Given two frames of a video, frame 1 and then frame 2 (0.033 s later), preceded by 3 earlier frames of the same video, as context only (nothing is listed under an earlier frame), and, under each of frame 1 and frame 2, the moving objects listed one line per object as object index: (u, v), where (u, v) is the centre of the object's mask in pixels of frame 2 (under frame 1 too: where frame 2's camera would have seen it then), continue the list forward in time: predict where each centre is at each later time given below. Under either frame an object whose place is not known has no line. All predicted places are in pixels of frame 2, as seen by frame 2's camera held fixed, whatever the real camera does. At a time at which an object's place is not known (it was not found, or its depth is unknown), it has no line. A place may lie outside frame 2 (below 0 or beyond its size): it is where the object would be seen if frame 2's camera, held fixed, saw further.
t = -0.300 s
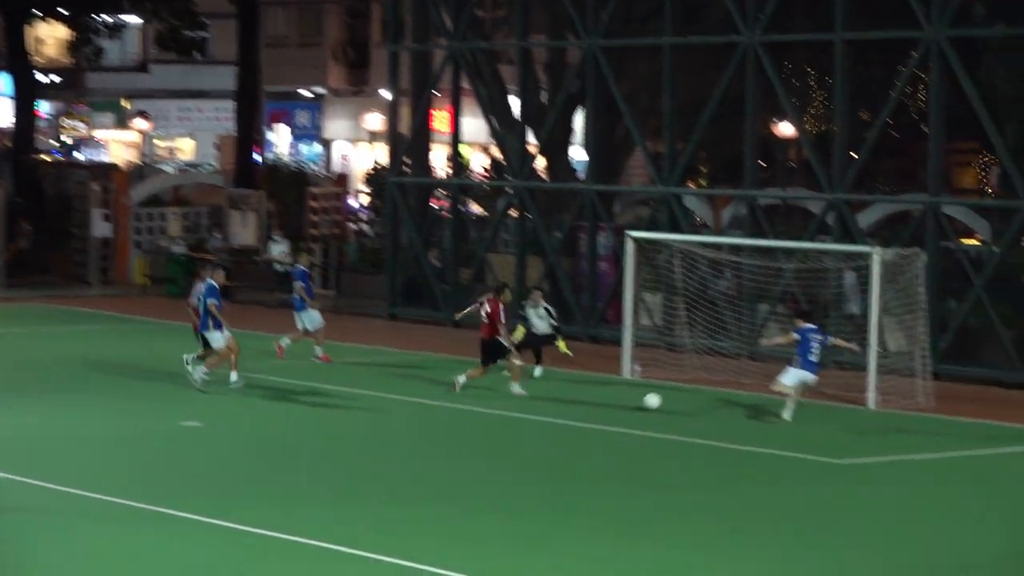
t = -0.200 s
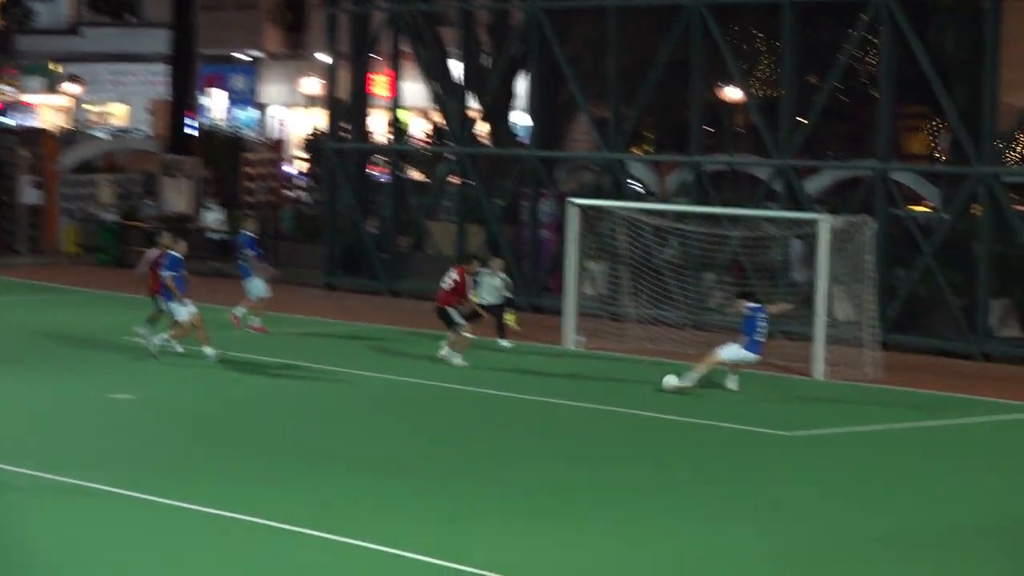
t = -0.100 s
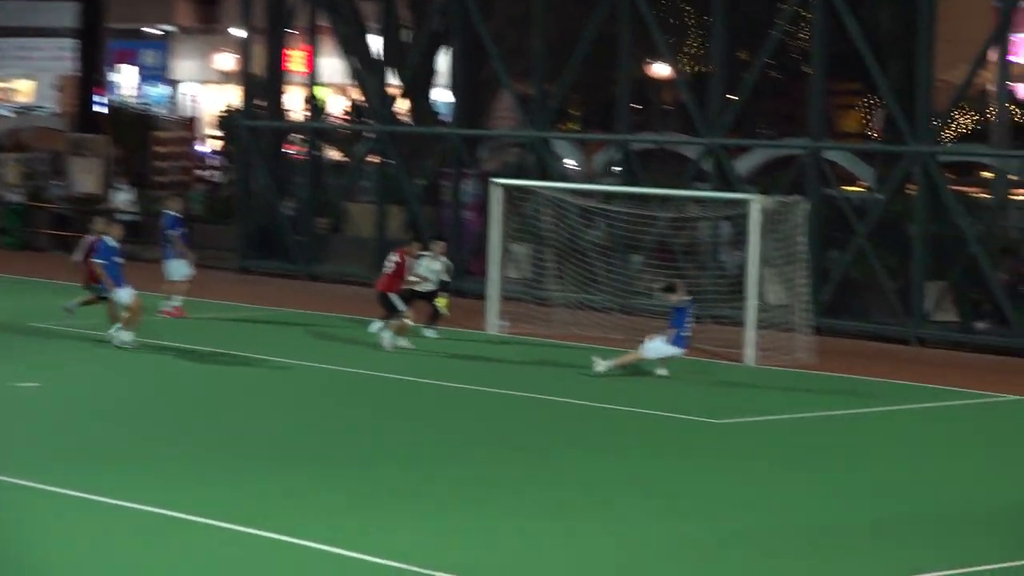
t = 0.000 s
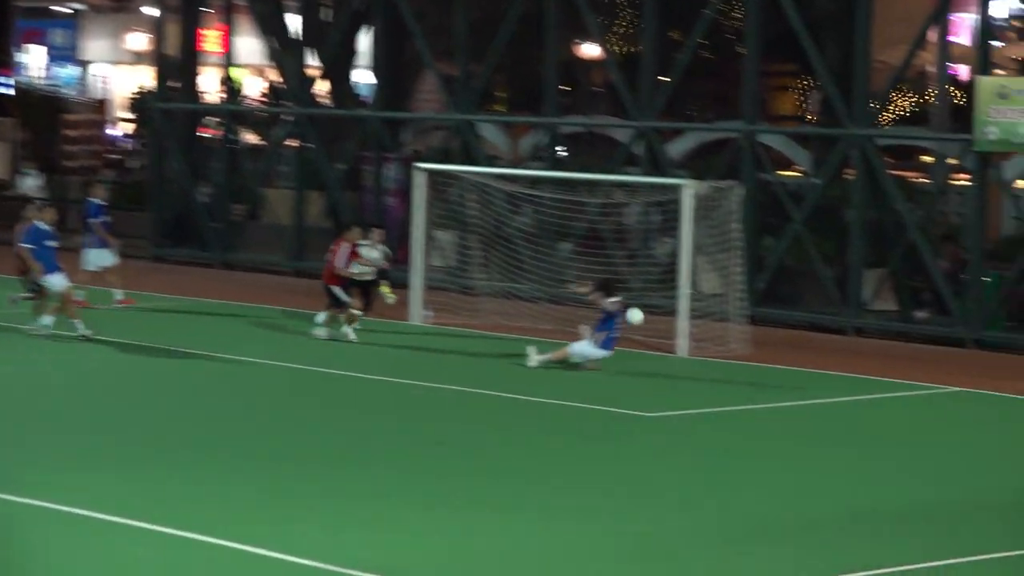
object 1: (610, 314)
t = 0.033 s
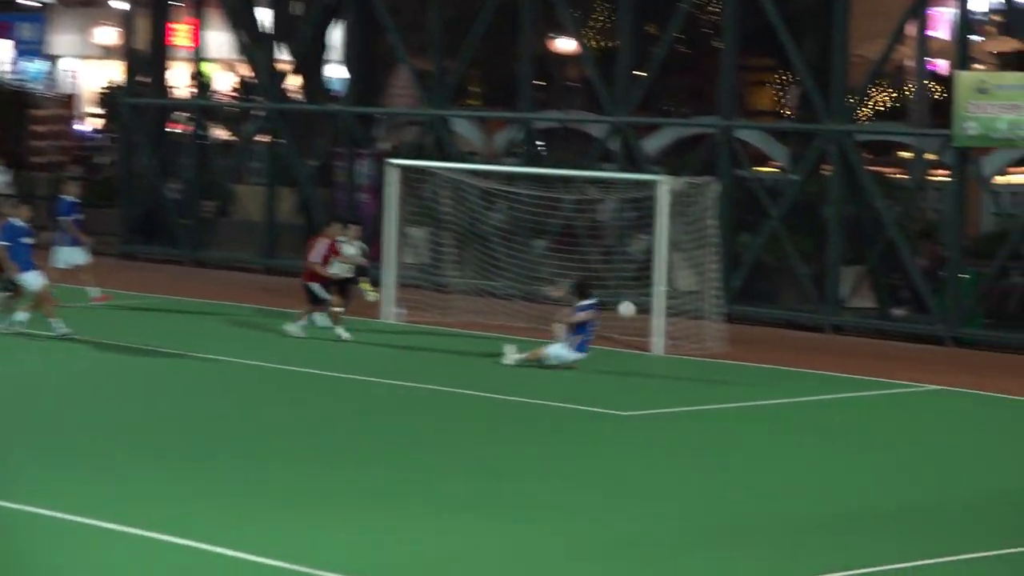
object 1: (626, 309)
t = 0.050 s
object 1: (635, 308)
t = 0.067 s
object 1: (642, 306)
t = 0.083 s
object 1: (648, 304)
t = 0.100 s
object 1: (652, 303)
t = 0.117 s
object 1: (659, 301)
